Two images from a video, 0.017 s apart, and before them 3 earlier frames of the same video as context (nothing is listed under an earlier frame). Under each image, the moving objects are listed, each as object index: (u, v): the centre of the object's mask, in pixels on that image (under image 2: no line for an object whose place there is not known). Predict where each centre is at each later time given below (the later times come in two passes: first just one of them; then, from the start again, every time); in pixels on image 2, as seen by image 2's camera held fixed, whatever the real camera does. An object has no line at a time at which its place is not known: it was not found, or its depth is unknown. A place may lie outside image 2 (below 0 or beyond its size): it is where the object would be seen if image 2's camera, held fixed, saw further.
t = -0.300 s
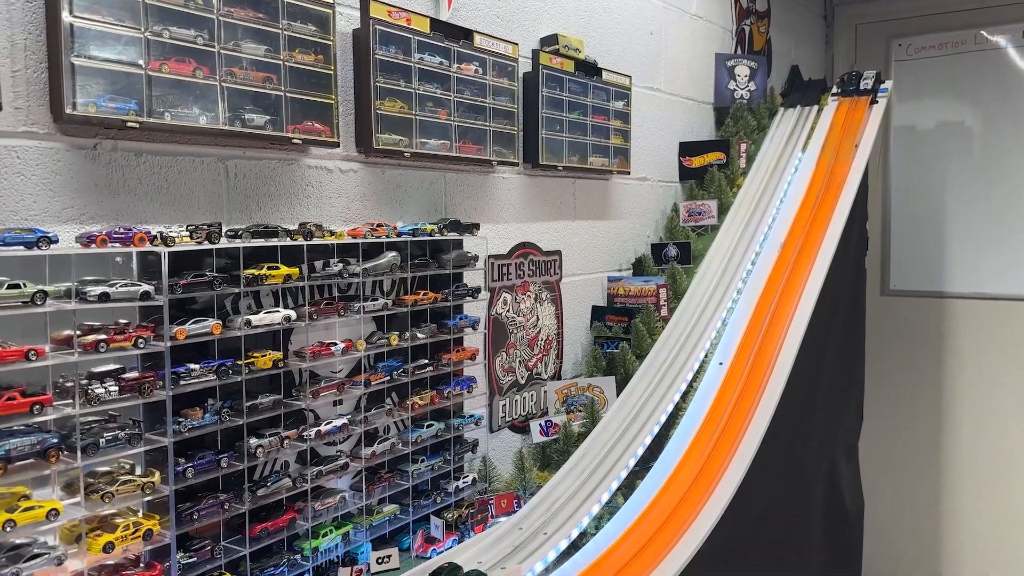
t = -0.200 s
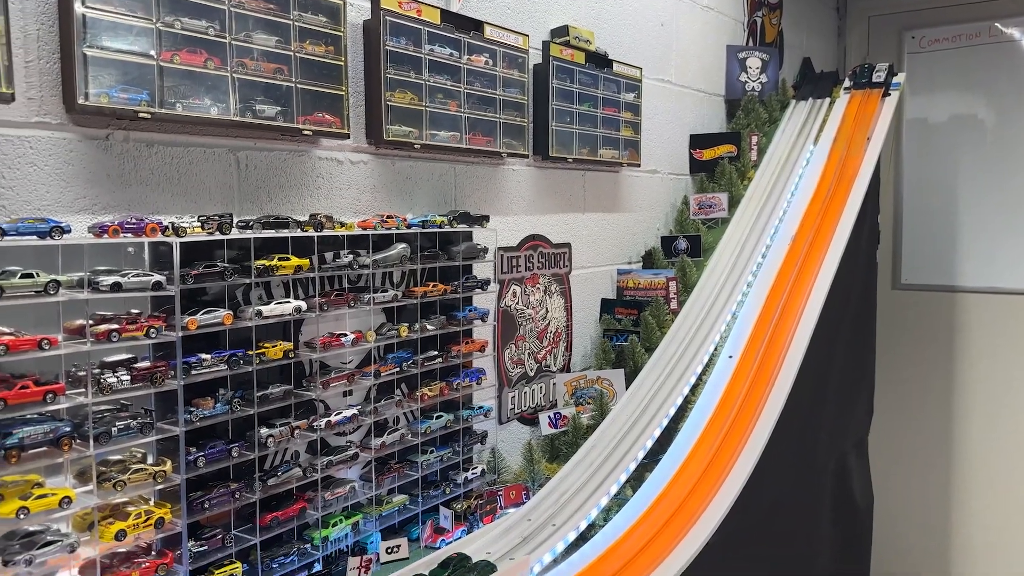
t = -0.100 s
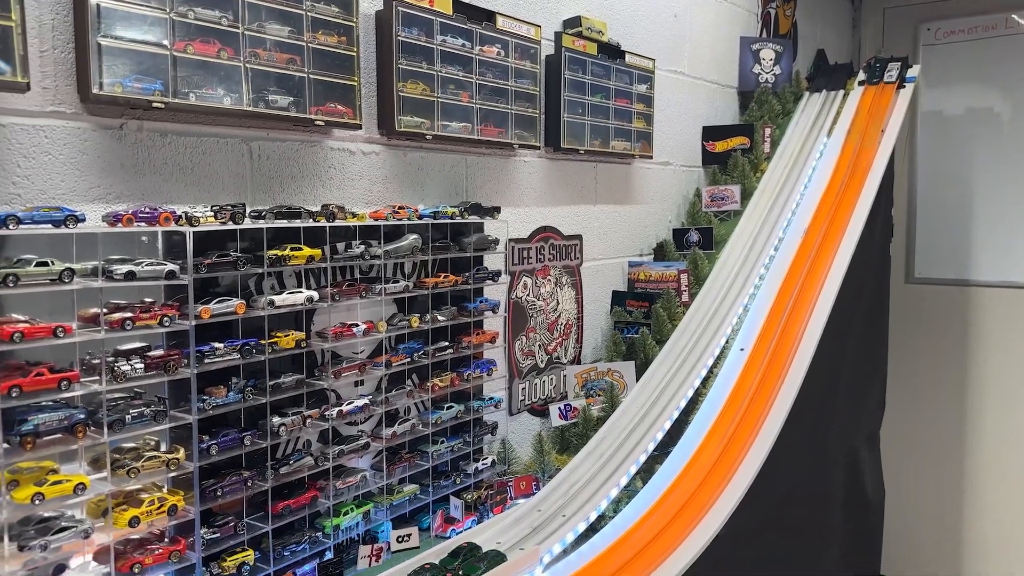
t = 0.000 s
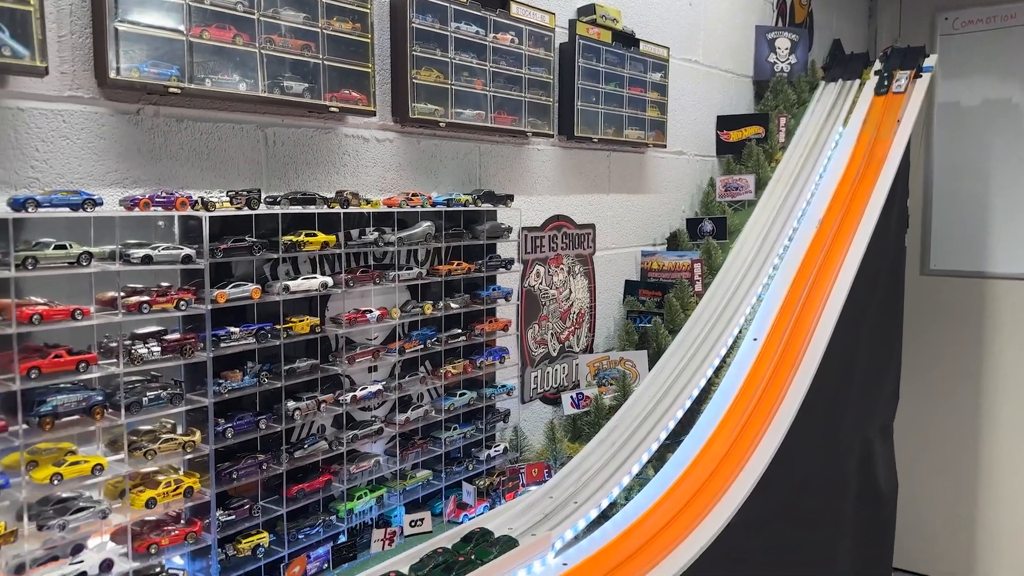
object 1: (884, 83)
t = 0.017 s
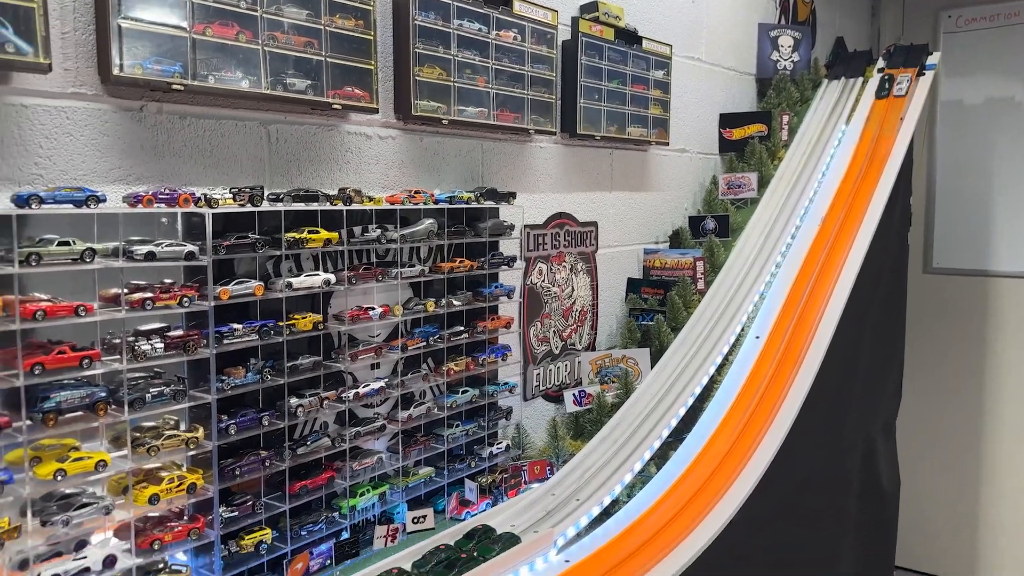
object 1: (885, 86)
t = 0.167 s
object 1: (858, 158)
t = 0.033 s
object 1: (883, 92)
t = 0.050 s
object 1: (880, 98)
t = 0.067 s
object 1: (878, 105)
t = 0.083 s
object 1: (875, 112)
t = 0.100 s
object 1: (872, 120)
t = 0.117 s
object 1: (869, 129)
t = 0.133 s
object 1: (866, 138)
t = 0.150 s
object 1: (862, 148)
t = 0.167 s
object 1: (858, 158)
